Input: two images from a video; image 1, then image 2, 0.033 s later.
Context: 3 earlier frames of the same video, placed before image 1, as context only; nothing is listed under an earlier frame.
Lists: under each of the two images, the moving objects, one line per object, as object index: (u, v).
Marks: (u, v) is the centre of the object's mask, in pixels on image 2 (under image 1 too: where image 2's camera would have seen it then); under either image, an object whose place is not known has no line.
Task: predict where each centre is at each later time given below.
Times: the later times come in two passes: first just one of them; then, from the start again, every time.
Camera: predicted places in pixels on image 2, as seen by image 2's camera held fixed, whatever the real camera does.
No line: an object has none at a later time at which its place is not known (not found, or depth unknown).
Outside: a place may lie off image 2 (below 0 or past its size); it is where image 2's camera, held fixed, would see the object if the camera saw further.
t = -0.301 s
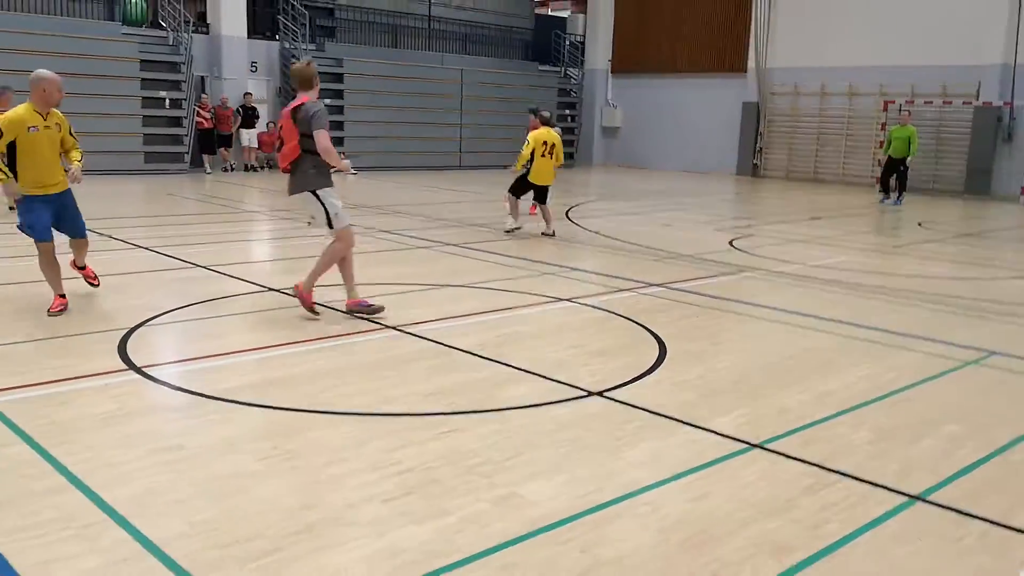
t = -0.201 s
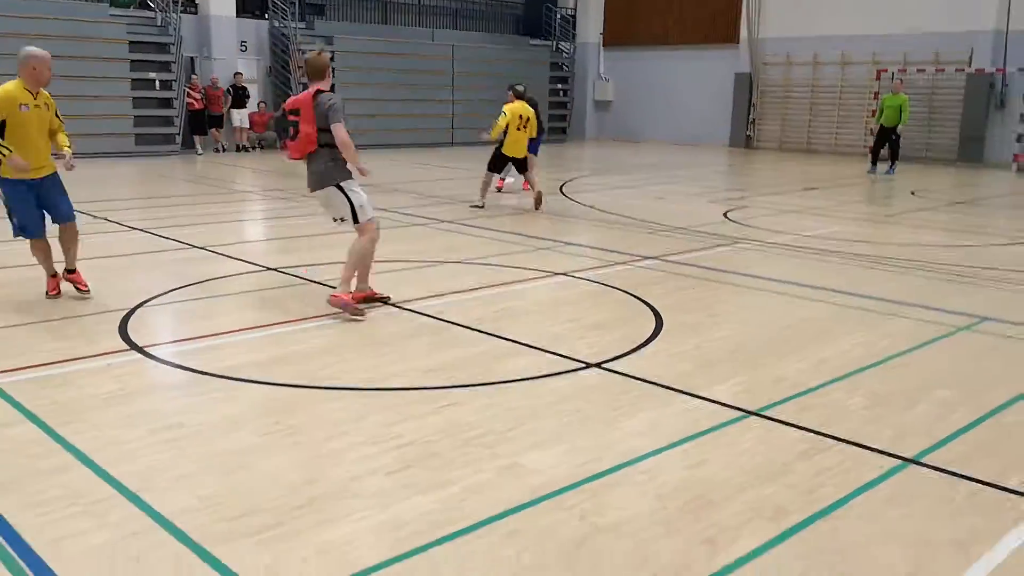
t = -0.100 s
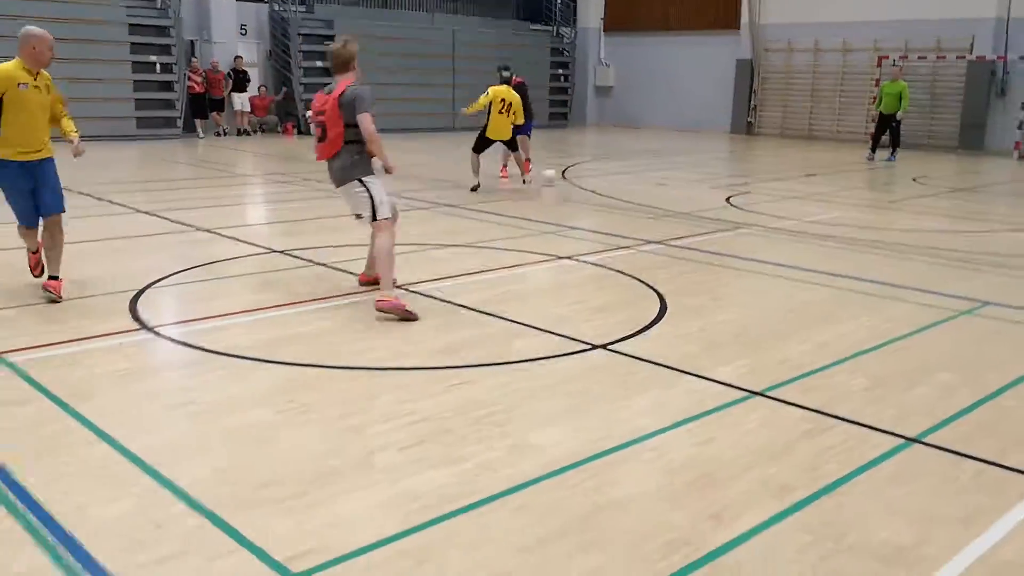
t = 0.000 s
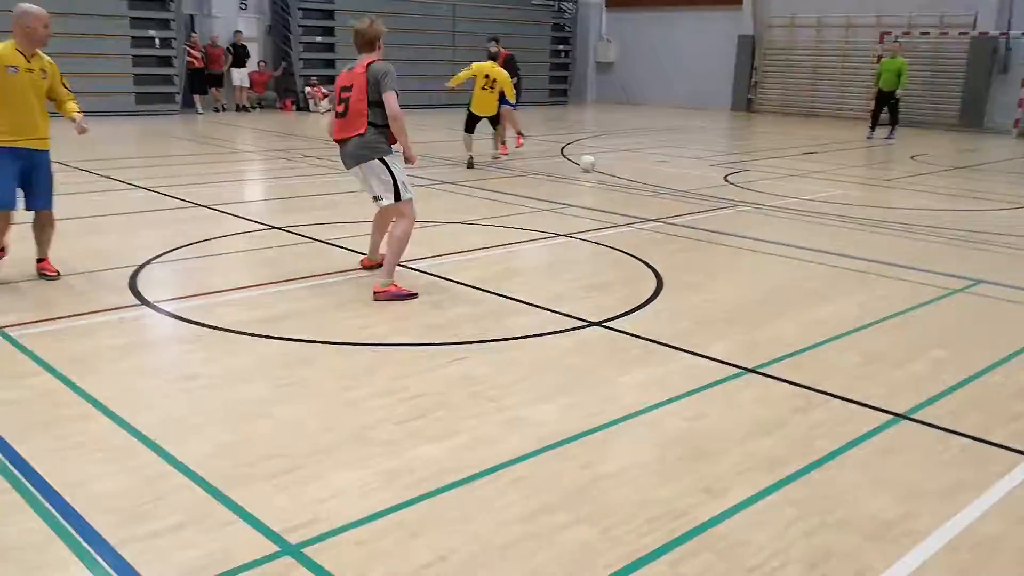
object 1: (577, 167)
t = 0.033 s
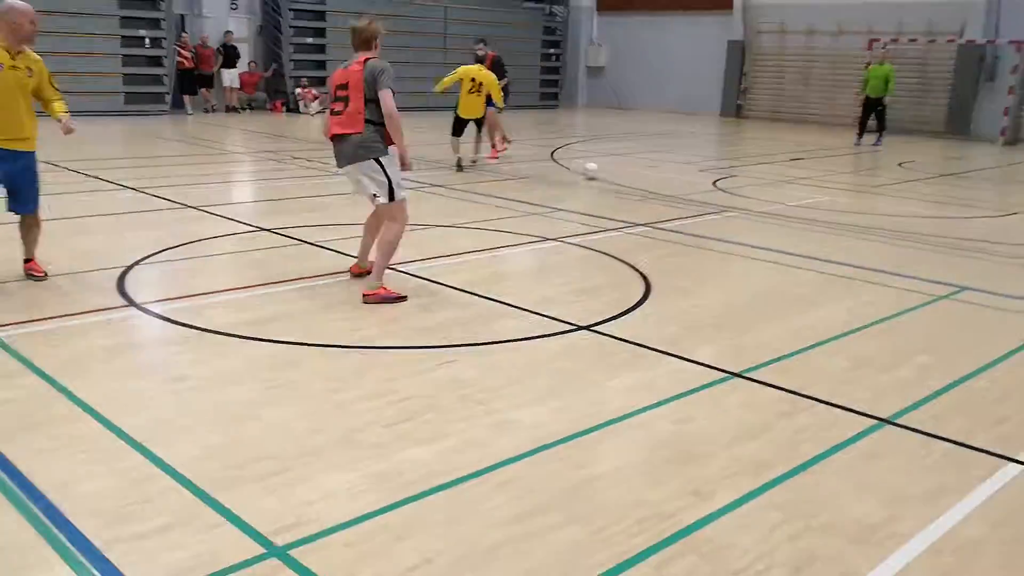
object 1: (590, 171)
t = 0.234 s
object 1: (678, 191)
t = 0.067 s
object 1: (605, 174)
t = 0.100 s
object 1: (621, 177)
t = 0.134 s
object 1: (634, 181)
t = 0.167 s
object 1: (649, 184)
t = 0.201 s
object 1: (663, 187)
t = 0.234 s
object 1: (678, 191)
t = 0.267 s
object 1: (695, 195)
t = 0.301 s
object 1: (710, 198)
